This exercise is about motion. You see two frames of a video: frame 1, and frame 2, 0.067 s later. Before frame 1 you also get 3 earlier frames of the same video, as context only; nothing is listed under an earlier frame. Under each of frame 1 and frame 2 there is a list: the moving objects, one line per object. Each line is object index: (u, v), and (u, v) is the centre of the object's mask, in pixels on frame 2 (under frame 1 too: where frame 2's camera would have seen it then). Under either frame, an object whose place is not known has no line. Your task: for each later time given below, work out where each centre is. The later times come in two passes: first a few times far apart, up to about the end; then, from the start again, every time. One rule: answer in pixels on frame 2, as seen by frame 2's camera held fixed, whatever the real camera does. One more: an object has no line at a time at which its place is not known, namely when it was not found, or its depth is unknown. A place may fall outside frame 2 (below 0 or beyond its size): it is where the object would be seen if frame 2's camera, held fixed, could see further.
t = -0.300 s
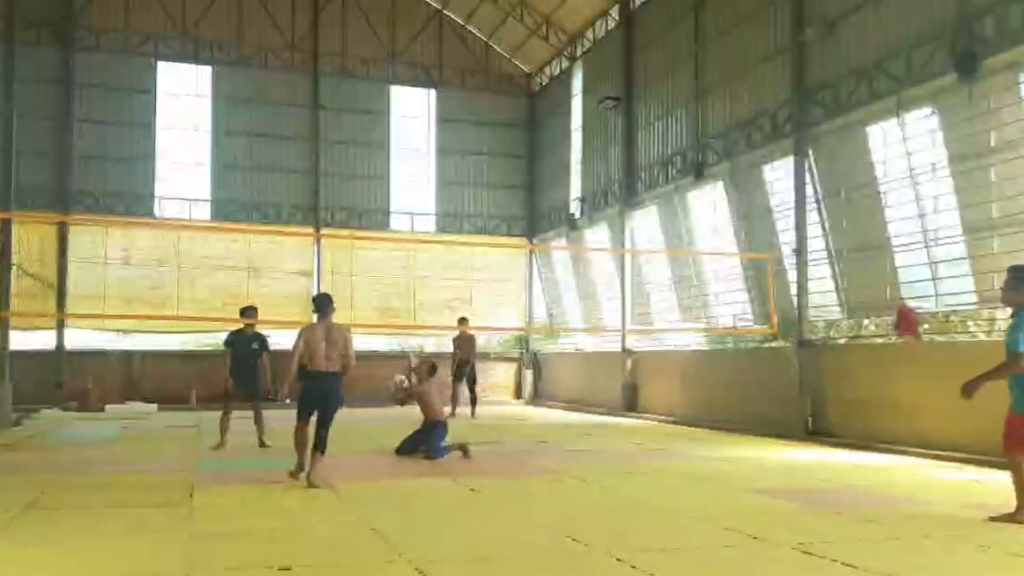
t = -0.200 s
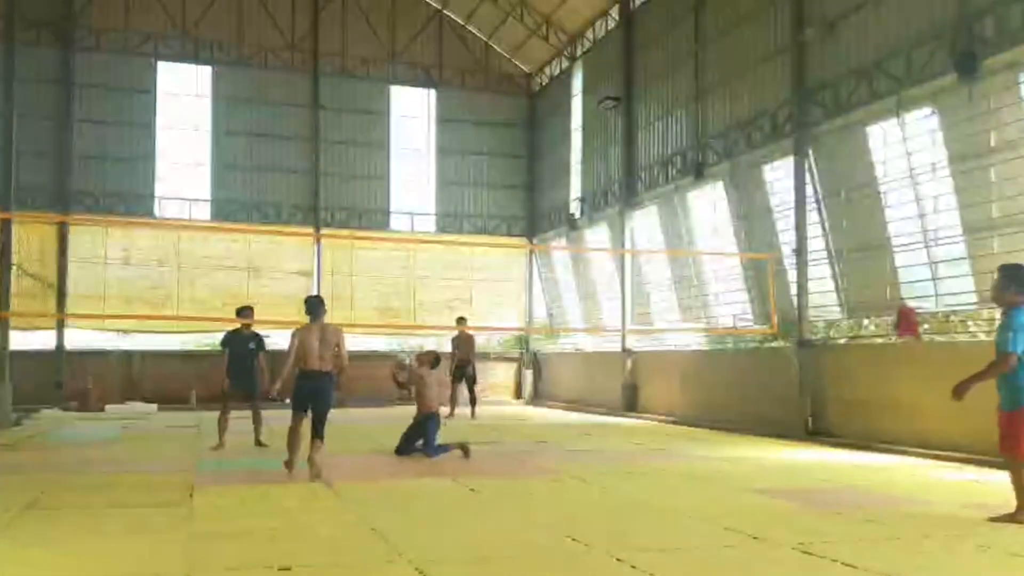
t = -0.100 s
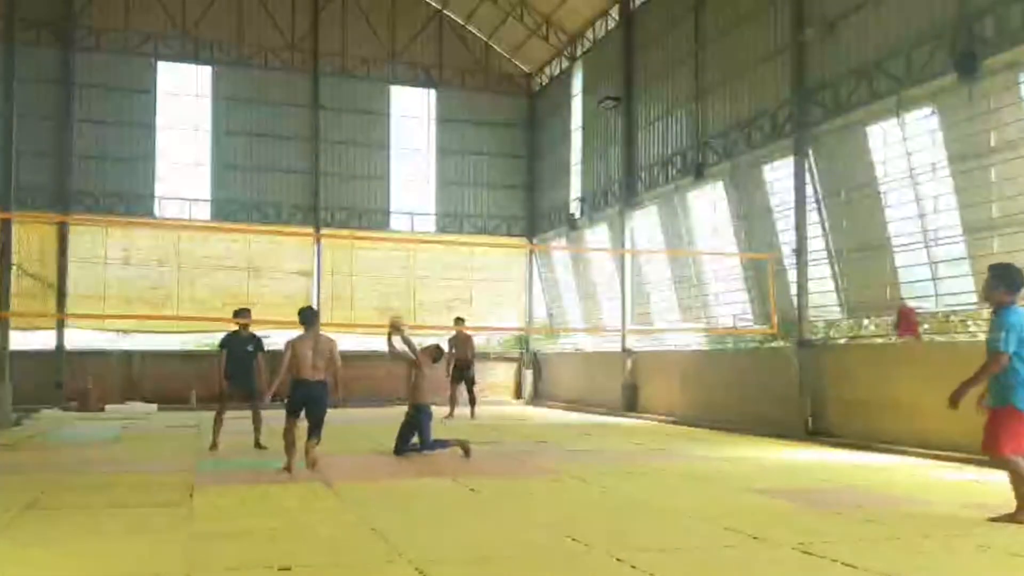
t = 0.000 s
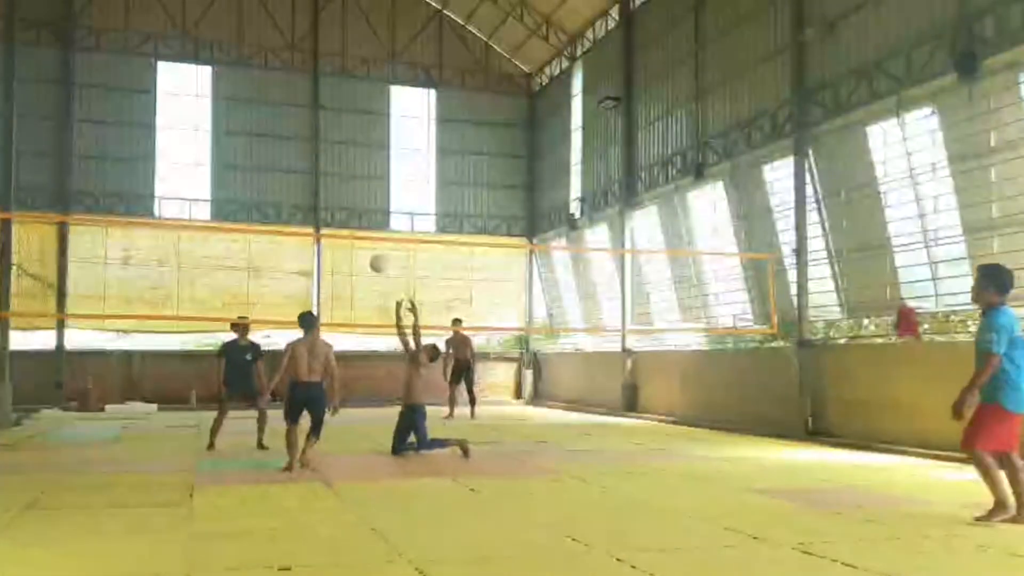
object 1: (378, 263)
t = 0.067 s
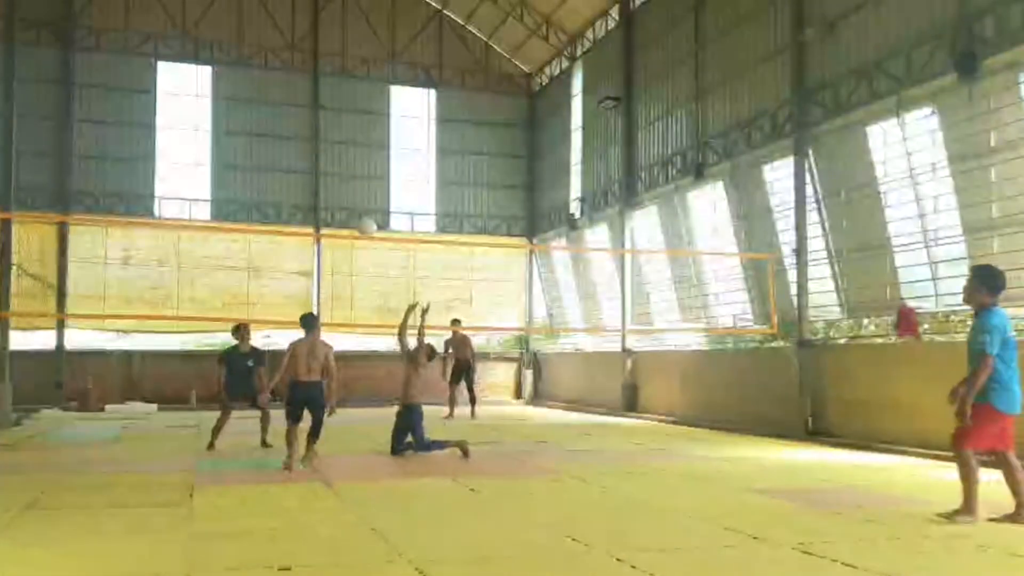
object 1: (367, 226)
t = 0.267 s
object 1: (325, 141)
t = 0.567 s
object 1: (262, 82)
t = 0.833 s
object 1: (199, 103)
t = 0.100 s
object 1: (363, 210)
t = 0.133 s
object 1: (356, 194)
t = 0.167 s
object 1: (349, 179)
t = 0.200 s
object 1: (340, 166)
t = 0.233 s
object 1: (334, 152)
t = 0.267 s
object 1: (325, 141)
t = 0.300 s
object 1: (318, 130)
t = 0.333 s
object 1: (311, 121)
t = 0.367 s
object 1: (304, 112)
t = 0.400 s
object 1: (298, 105)
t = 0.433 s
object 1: (290, 98)
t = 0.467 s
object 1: (282, 92)
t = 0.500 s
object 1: (275, 88)
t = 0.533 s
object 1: (268, 84)
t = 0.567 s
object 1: (262, 82)
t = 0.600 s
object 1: (253, 81)
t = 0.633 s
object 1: (246, 80)
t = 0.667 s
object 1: (239, 81)
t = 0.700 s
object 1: (232, 84)
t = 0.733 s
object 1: (224, 86)
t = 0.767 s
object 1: (215, 91)
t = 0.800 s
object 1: (207, 96)
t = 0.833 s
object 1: (199, 103)
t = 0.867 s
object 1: (191, 111)
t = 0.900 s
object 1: (183, 120)
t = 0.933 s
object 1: (175, 130)
